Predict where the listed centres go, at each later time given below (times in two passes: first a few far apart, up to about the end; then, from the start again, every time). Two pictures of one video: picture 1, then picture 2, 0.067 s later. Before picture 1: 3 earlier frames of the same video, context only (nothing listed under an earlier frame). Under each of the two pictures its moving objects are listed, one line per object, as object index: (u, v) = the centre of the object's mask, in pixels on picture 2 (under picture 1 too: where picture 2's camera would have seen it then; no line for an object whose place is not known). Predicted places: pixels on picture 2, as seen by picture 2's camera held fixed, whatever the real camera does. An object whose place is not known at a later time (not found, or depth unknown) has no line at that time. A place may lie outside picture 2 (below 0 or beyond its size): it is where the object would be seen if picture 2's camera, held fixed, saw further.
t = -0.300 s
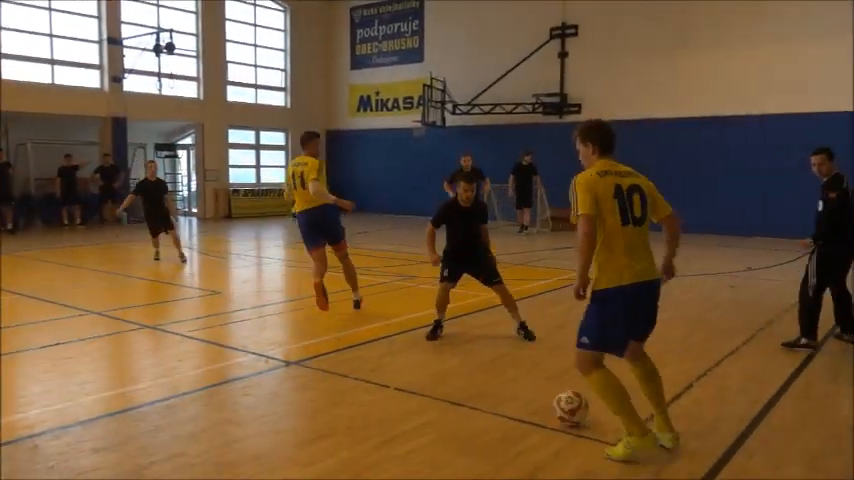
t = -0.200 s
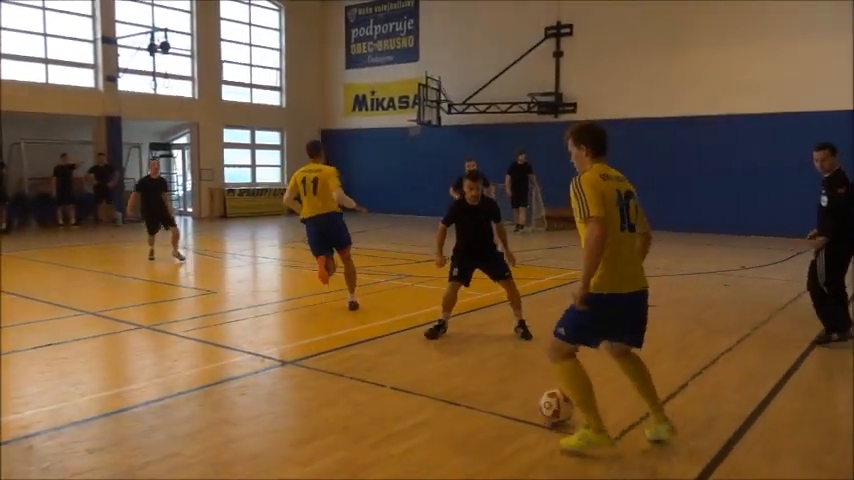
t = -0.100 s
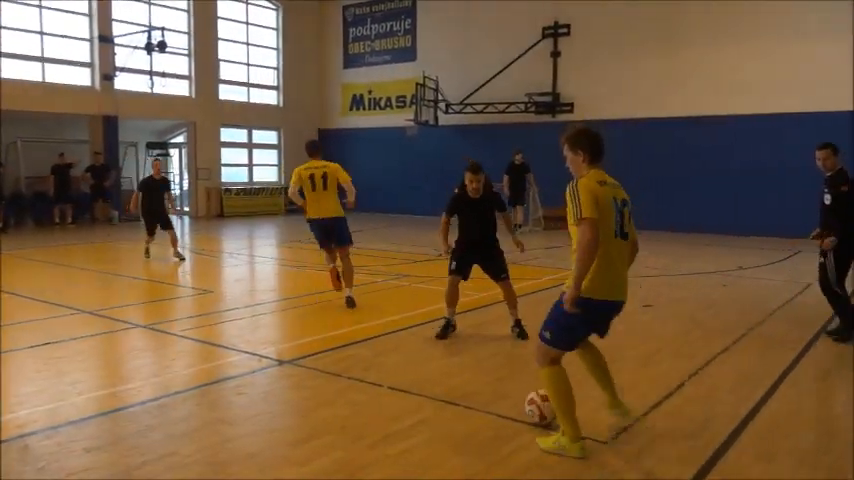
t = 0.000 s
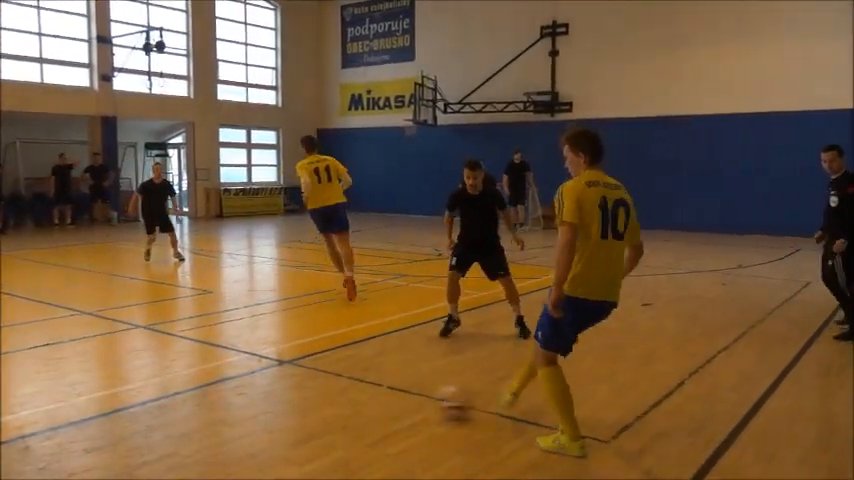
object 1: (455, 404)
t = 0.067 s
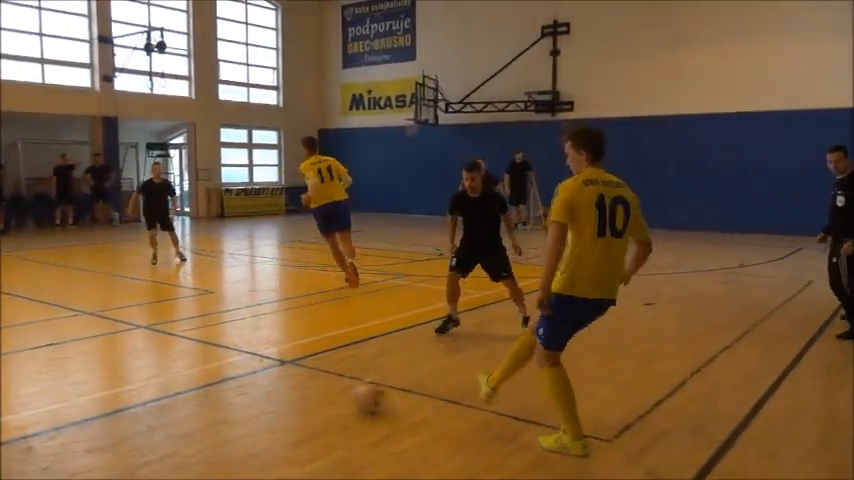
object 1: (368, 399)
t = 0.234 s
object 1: (154, 385)
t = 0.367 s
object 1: (18, 377)
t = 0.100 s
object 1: (316, 397)
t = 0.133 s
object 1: (276, 392)
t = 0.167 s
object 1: (238, 390)
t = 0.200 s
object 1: (189, 387)
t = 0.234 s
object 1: (154, 385)
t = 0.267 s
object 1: (121, 384)
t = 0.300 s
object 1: (78, 380)
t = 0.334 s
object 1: (47, 378)
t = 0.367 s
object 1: (18, 377)
